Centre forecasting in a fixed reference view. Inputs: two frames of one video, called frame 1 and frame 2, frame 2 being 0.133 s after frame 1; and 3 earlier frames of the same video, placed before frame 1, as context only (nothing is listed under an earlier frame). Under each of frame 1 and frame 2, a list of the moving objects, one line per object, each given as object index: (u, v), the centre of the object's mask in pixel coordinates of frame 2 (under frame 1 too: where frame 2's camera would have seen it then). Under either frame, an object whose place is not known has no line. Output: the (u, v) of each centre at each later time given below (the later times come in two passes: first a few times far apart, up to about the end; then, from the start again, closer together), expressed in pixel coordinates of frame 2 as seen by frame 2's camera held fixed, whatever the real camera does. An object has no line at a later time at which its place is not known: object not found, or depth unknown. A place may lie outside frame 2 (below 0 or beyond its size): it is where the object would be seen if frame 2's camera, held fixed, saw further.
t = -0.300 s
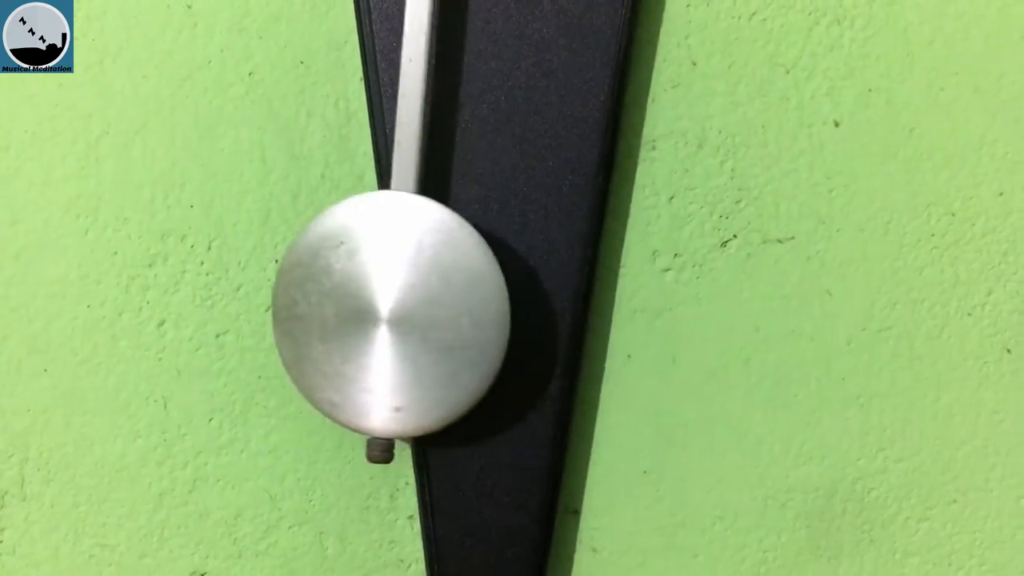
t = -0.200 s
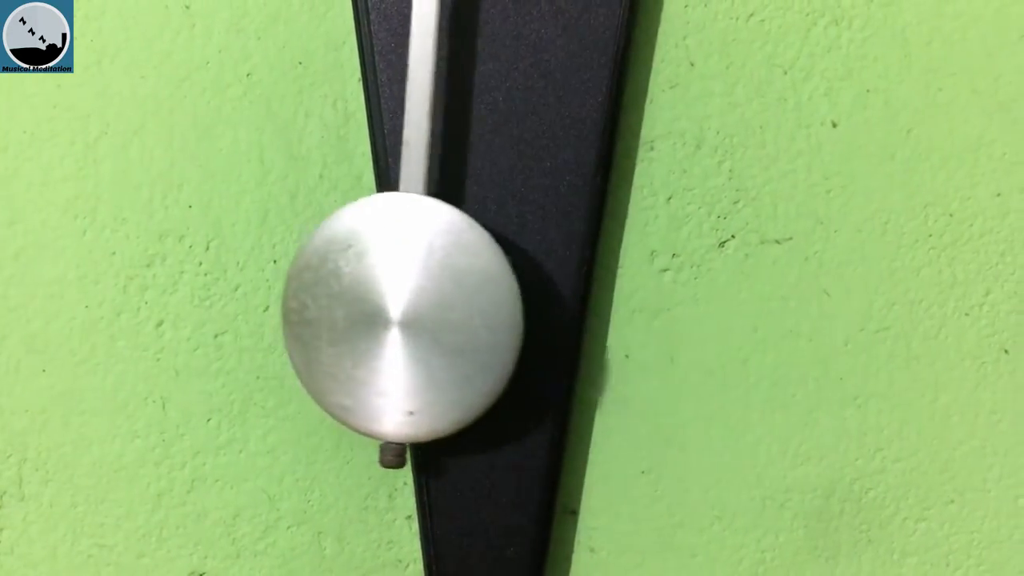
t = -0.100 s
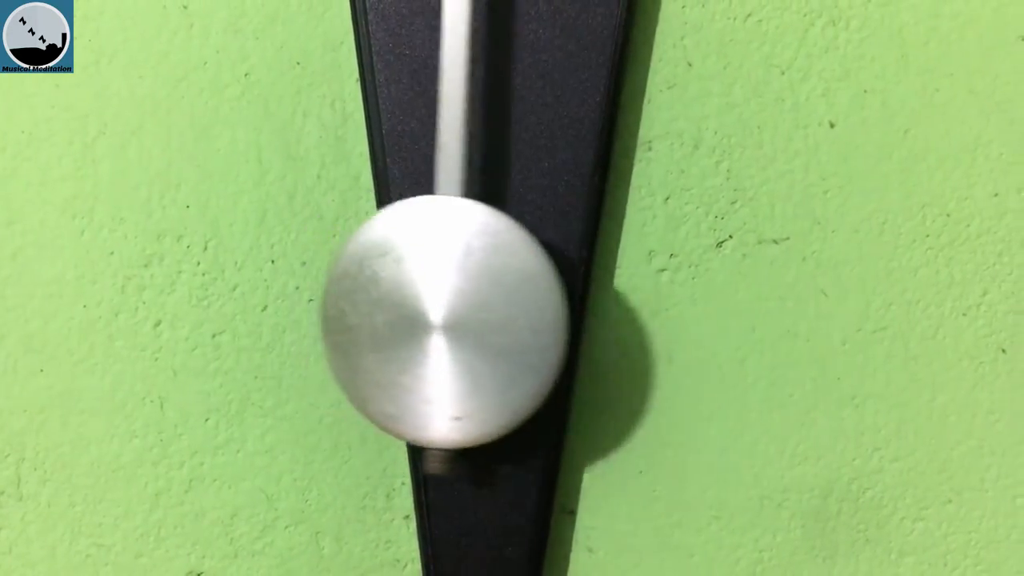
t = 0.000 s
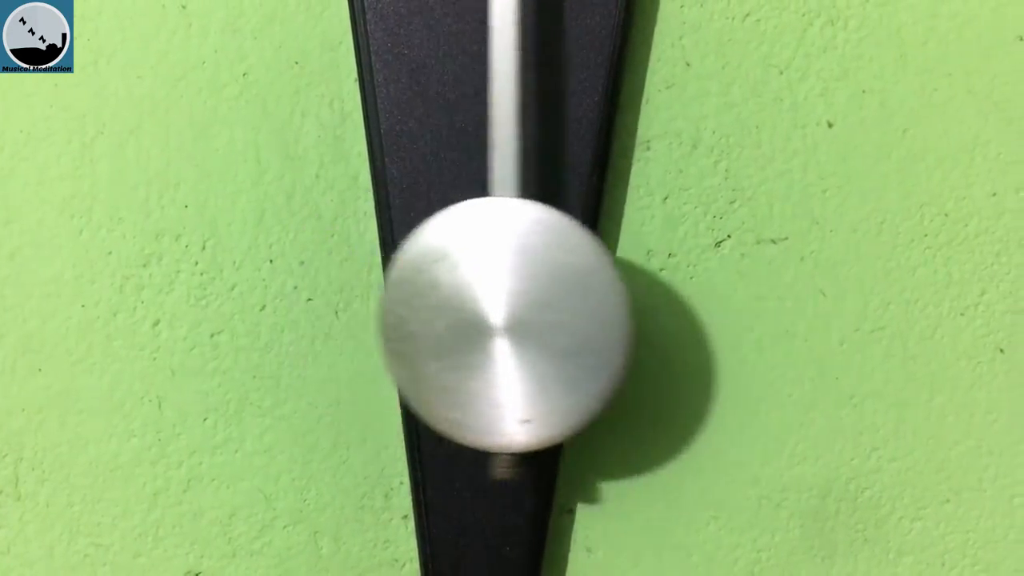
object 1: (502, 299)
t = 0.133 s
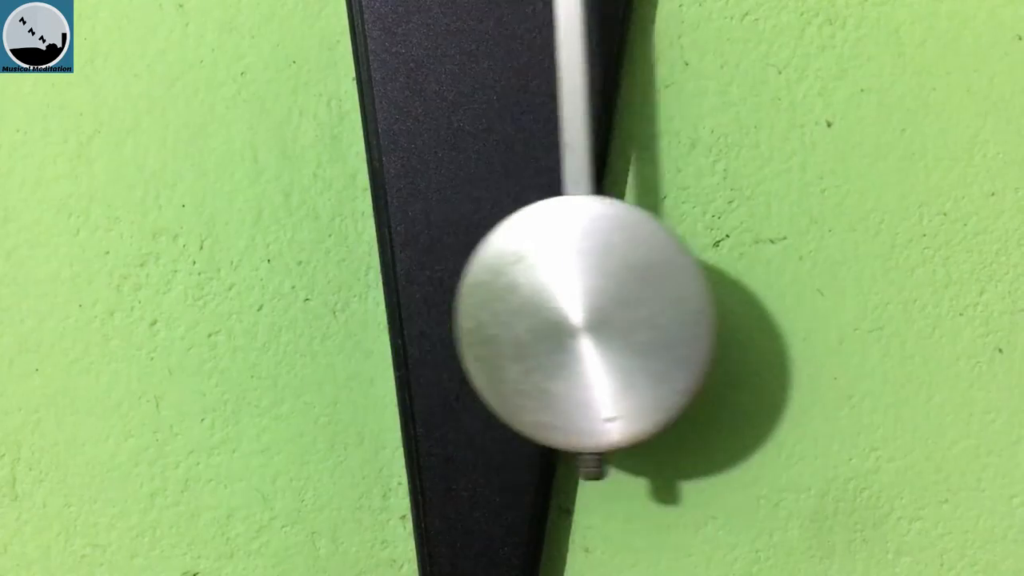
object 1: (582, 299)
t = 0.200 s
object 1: (611, 299)
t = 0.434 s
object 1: (590, 296)
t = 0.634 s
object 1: (474, 293)
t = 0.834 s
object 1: (384, 295)
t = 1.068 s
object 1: (436, 298)
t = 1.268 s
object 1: (559, 296)
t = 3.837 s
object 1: (627, 297)
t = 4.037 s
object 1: (546, 298)
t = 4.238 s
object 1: (425, 295)
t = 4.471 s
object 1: (392, 294)
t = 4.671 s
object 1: (490, 294)
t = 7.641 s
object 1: (487, 296)
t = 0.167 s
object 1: (598, 300)
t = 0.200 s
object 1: (611, 299)
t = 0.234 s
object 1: (620, 299)
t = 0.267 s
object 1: (624, 299)
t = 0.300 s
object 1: (625, 299)
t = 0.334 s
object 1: (622, 298)
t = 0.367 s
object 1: (615, 297)
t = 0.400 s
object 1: (604, 297)
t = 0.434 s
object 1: (590, 296)
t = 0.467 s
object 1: (574, 295)
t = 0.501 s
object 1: (555, 294)
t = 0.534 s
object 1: (535, 294)
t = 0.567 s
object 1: (514, 294)
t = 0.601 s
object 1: (494, 294)
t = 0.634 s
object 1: (474, 293)
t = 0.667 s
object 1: (454, 293)
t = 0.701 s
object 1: (435, 292)
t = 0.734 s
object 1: (418, 292)
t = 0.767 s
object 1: (403, 294)
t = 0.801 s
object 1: (392, 295)
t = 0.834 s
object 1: (384, 295)
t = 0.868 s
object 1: (380, 296)
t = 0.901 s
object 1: (380, 296)
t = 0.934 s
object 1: (384, 297)
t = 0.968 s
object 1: (391, 297)
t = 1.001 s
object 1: (403, 298)
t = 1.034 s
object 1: (418, 297)
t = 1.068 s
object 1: (436, 298)
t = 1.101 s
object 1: (455, 299)
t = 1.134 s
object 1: (476, 298)
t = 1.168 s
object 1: (498, 298)
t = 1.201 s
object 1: (518, 299)
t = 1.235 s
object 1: (539, 298)
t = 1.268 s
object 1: (559, 296)
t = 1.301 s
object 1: (577, 297)
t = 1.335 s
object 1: (592, 297)
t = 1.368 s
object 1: (605, 297)
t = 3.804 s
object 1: (628, 297)
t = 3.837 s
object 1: (627, 297)
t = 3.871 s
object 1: (622, 298)
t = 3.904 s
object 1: (613, 298)
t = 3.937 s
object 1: (601, 298)
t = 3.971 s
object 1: (585, 298)
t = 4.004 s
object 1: (567, 298)
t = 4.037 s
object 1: (546, 298)
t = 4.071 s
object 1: (526, 298)
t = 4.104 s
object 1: (505, 296)
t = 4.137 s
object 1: (483, 295)
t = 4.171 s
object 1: (463, 295)
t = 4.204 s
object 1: (443, 295)
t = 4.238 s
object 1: (425, 295)
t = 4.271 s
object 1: (410, 294)
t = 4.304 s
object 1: (398, 294)
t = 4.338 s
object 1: (389, 294)
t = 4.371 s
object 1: (384, 294)
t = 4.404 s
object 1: (383, 294)
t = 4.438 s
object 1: (385, 294)
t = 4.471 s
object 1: (392, 294)
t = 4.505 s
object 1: (402, 295)
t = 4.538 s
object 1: (415, 295)
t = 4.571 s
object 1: (431, 295)
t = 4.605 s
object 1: (450, 295)
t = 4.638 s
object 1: (469, 295)
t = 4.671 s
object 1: (490, 294)
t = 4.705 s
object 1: (510, 297)
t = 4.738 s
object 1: (531, 297)
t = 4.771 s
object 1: (552, 296)
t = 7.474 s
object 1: (586, 297)
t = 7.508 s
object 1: (569, 297)
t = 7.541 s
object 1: (549, 298)
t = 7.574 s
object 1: (529, 297)
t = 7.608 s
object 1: (508, 297)
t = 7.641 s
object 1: (487, 296)
